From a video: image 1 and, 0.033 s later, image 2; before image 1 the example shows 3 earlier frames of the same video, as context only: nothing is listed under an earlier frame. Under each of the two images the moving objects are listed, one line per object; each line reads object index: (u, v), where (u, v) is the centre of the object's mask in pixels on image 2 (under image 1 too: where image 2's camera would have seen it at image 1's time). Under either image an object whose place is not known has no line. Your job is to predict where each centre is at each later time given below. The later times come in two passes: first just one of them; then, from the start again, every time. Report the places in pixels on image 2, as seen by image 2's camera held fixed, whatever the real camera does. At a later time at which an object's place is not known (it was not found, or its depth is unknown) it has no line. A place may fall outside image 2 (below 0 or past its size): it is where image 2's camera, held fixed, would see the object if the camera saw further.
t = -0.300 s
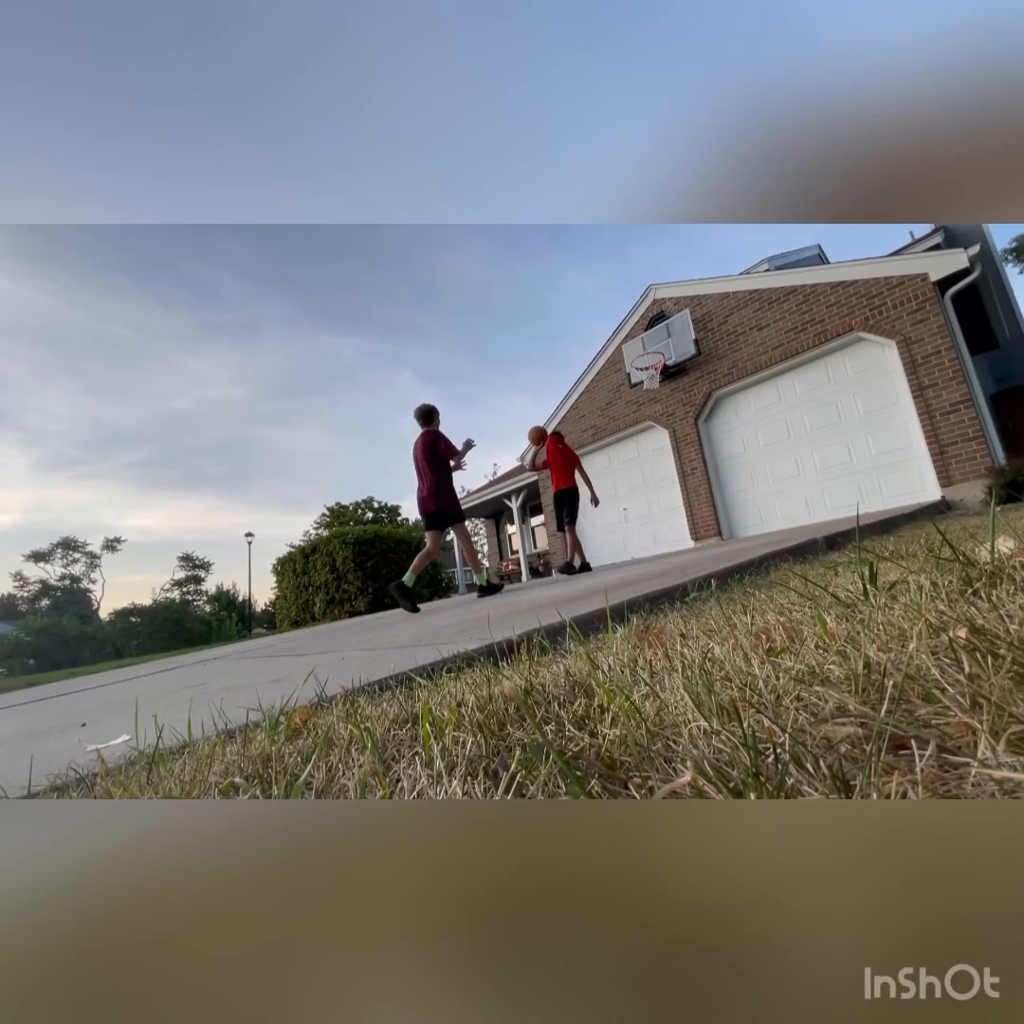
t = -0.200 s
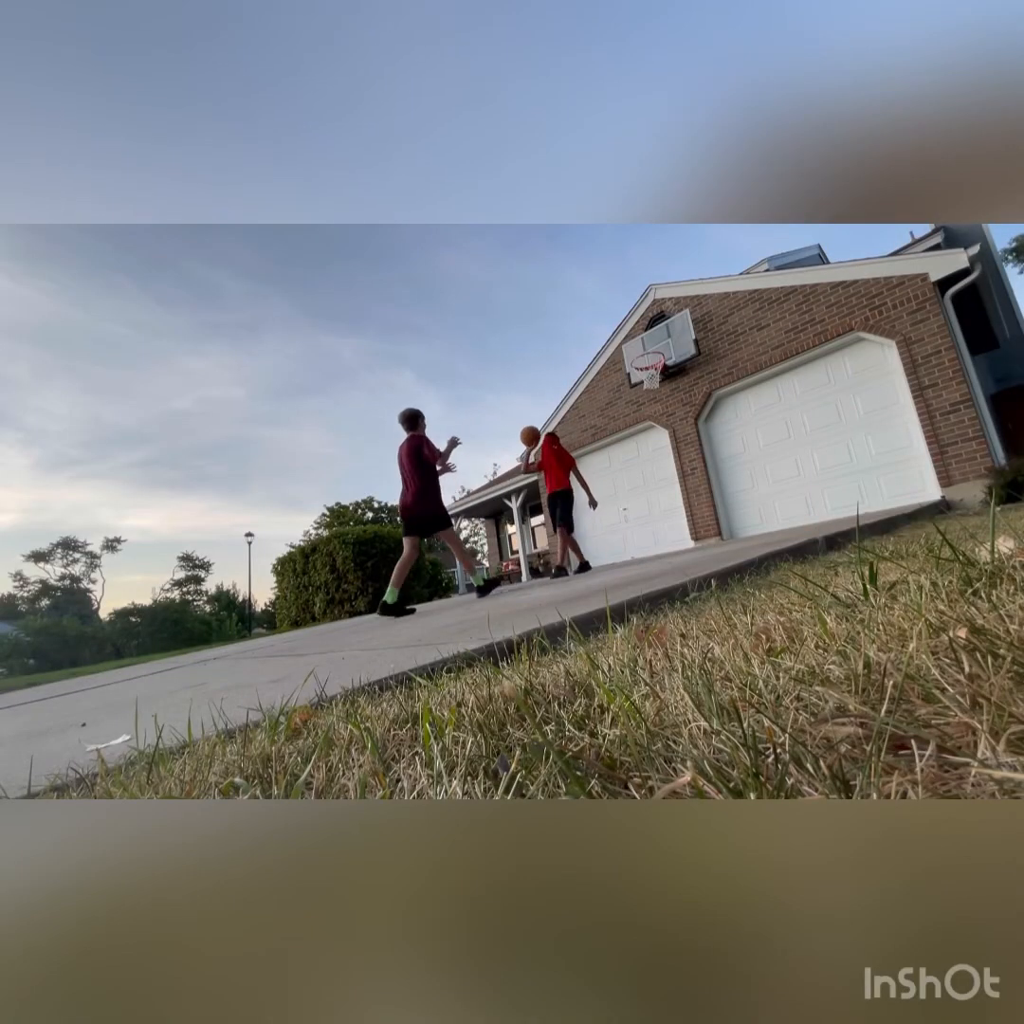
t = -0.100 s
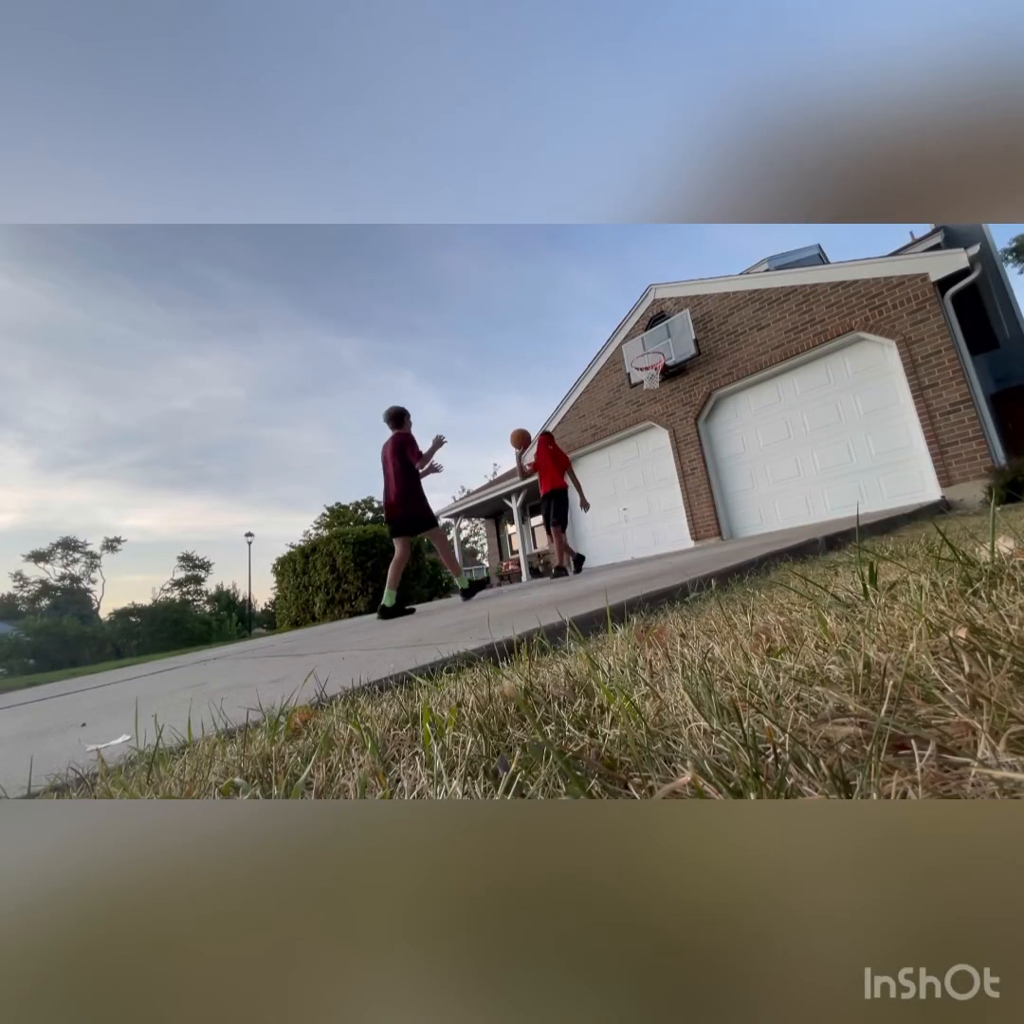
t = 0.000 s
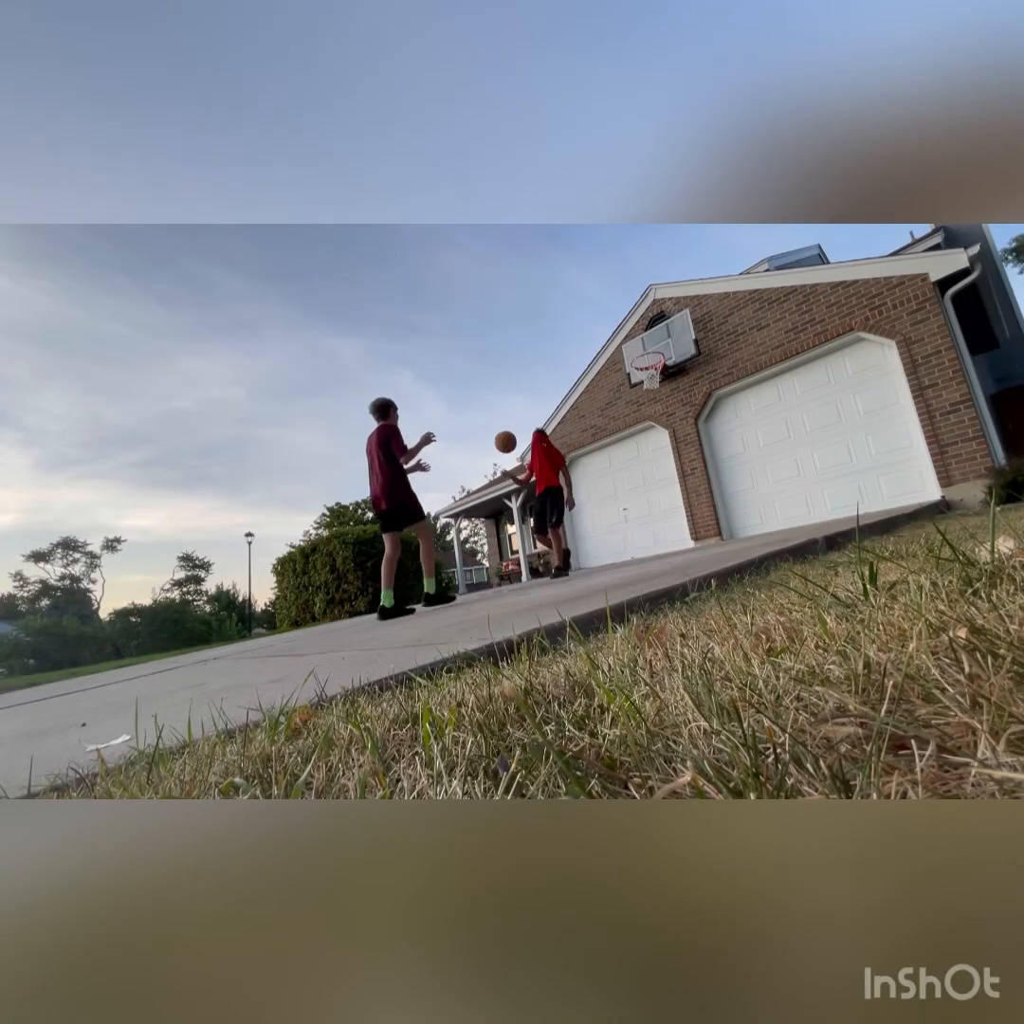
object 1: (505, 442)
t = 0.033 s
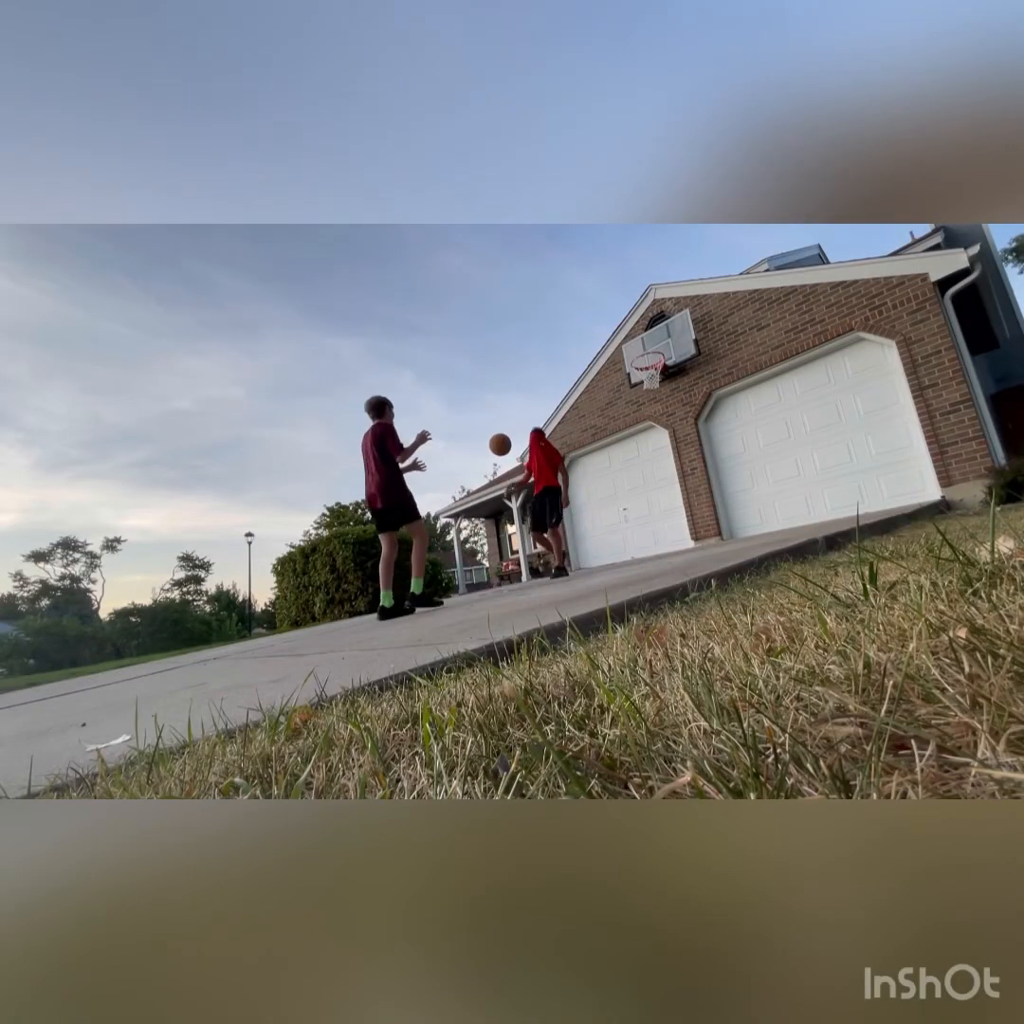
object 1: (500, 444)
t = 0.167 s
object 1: (478, 466)
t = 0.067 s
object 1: (494, 448)
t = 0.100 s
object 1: (489, 453)
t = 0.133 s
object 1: (484, 459)
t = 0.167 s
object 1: (478, 466)
